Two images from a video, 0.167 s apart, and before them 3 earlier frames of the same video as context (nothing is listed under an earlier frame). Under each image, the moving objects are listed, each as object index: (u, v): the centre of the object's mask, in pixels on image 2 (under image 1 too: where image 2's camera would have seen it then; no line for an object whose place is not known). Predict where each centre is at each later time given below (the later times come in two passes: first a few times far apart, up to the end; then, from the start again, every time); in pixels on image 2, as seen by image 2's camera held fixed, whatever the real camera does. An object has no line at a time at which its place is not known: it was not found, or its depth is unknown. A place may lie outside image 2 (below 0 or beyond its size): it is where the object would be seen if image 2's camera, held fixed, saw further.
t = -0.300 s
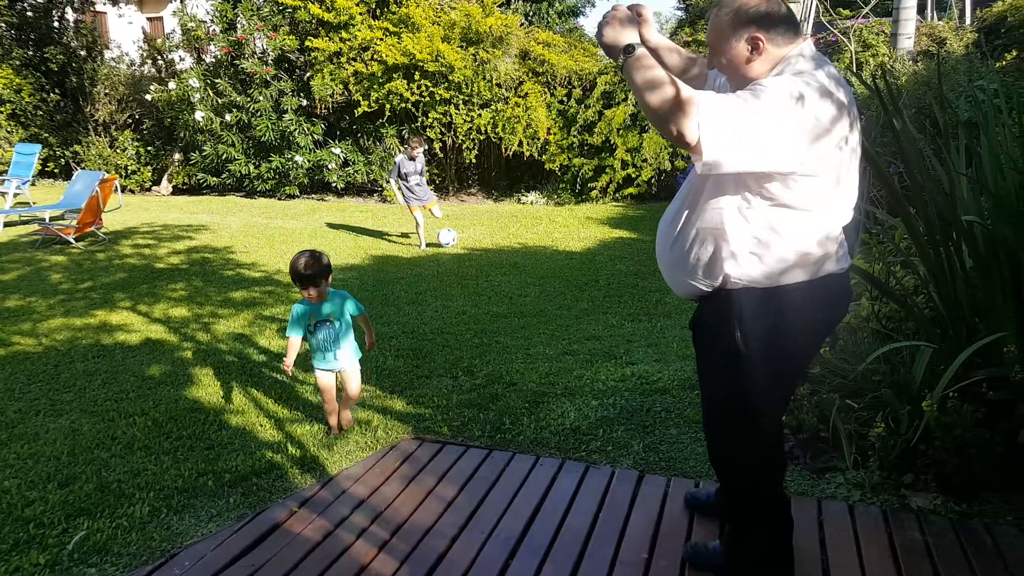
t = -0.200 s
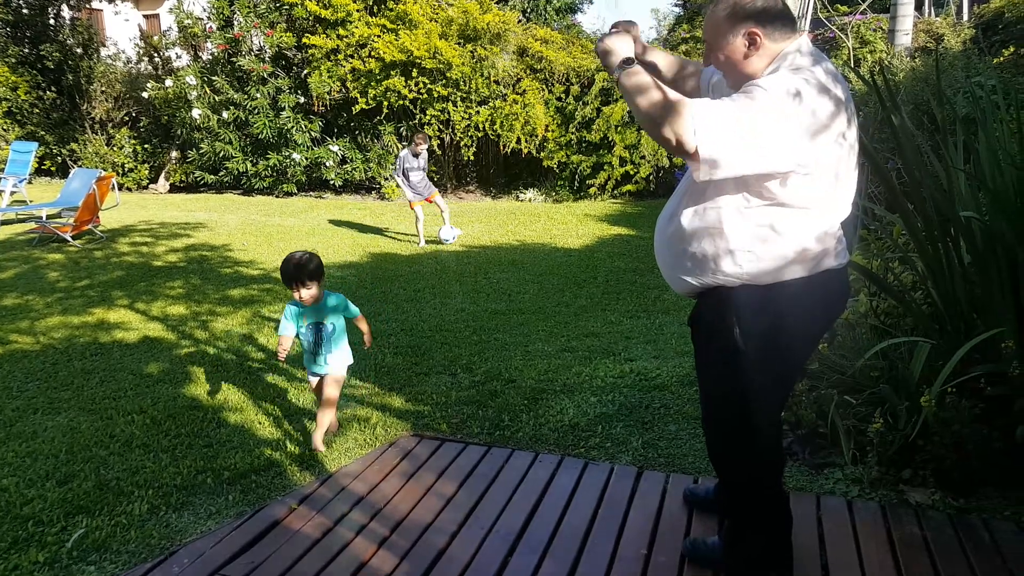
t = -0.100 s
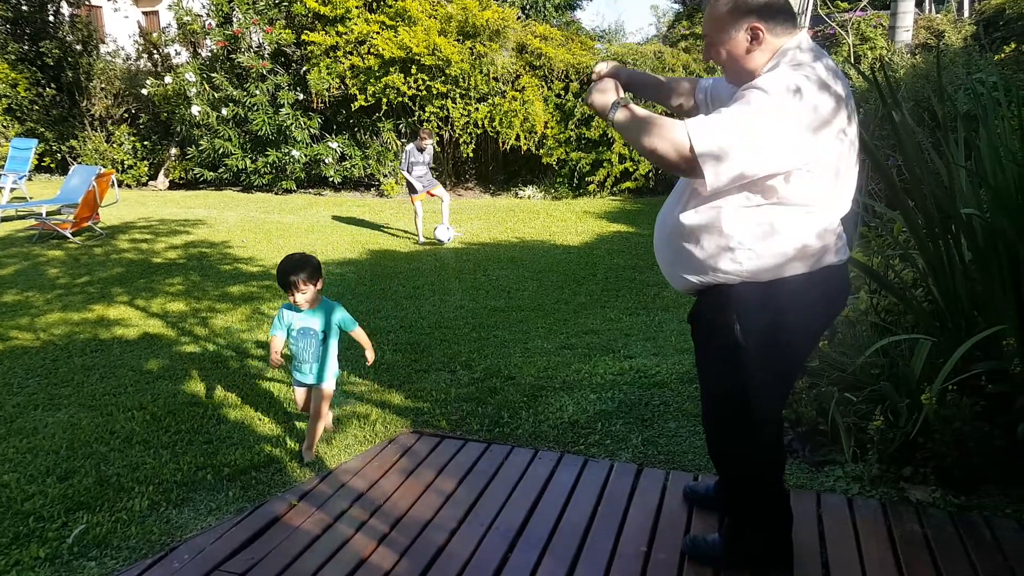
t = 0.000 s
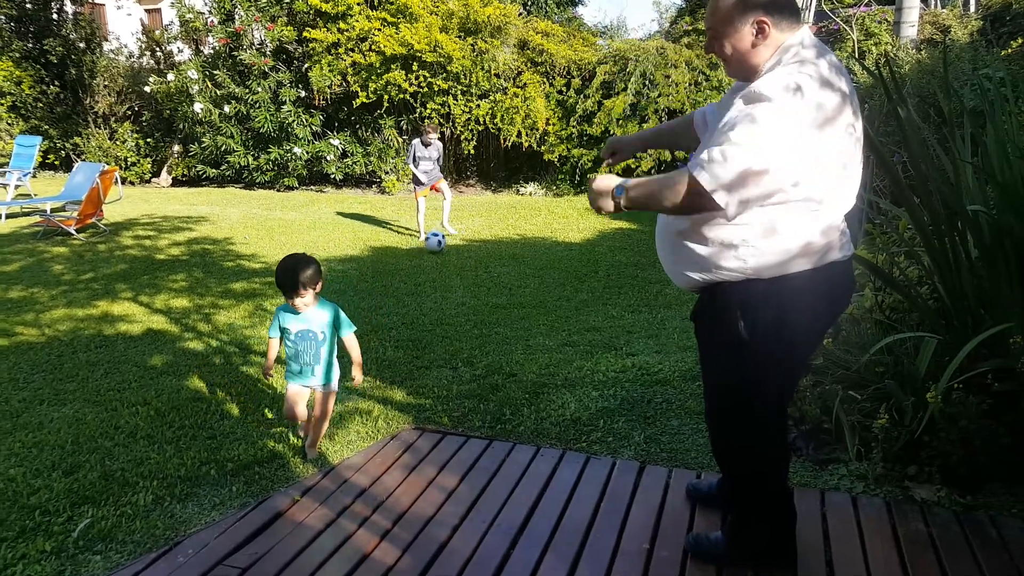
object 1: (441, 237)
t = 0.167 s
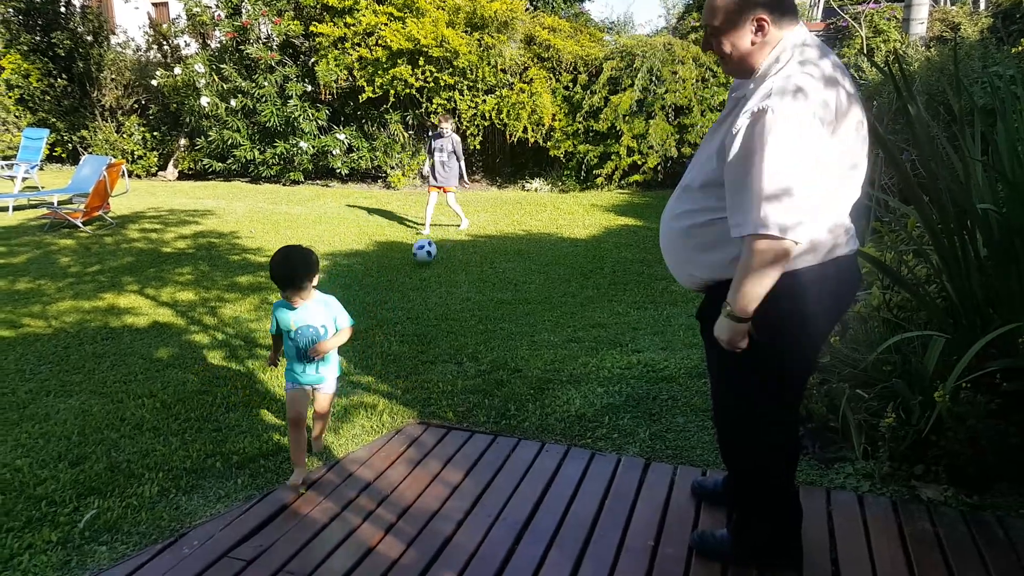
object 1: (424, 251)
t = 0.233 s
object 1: (418, 259)
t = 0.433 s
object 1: (401, 279)
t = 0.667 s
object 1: (387, 301)
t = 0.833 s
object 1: (375, 317)
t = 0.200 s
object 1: (421, 254)
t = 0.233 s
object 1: (418, 259)
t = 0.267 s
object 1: (414, 265)
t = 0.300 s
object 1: (411, 269)
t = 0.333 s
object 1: (409, 270)
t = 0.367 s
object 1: (406, 272)
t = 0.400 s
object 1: (404, 276)
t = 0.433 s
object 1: (401, 279)
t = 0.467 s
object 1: (399, 282)
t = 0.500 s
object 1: (397, 286)
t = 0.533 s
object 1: (395, 288)
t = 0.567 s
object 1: (393, 291)
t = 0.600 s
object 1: (391, 295)
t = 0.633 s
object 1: (390, 297)
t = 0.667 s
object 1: (387, 301)
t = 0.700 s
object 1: (386, 303)
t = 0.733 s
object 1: (383, 306)
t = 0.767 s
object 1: (380, 309)
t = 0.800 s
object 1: (378, 313)
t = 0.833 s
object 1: (375, 317)
